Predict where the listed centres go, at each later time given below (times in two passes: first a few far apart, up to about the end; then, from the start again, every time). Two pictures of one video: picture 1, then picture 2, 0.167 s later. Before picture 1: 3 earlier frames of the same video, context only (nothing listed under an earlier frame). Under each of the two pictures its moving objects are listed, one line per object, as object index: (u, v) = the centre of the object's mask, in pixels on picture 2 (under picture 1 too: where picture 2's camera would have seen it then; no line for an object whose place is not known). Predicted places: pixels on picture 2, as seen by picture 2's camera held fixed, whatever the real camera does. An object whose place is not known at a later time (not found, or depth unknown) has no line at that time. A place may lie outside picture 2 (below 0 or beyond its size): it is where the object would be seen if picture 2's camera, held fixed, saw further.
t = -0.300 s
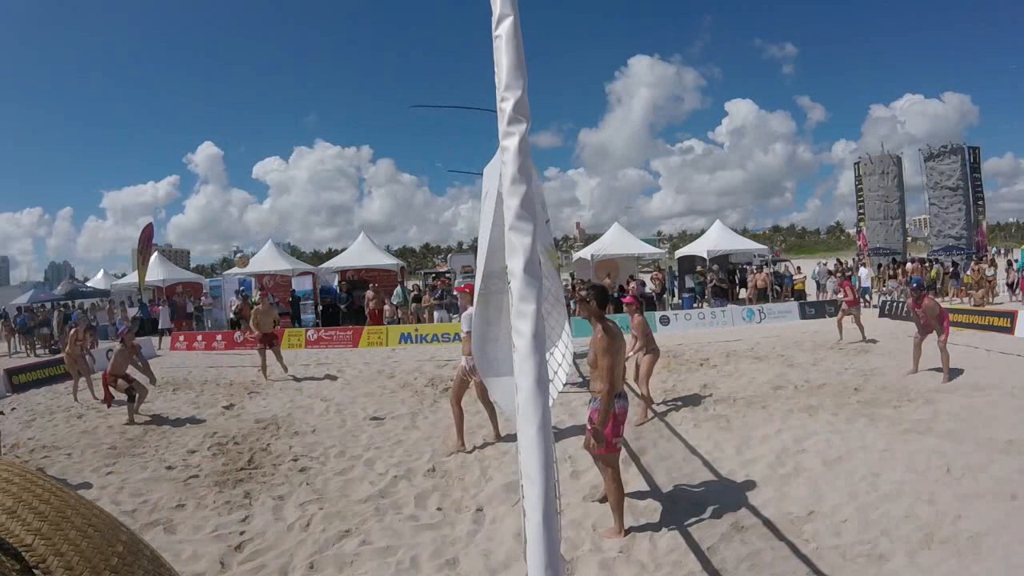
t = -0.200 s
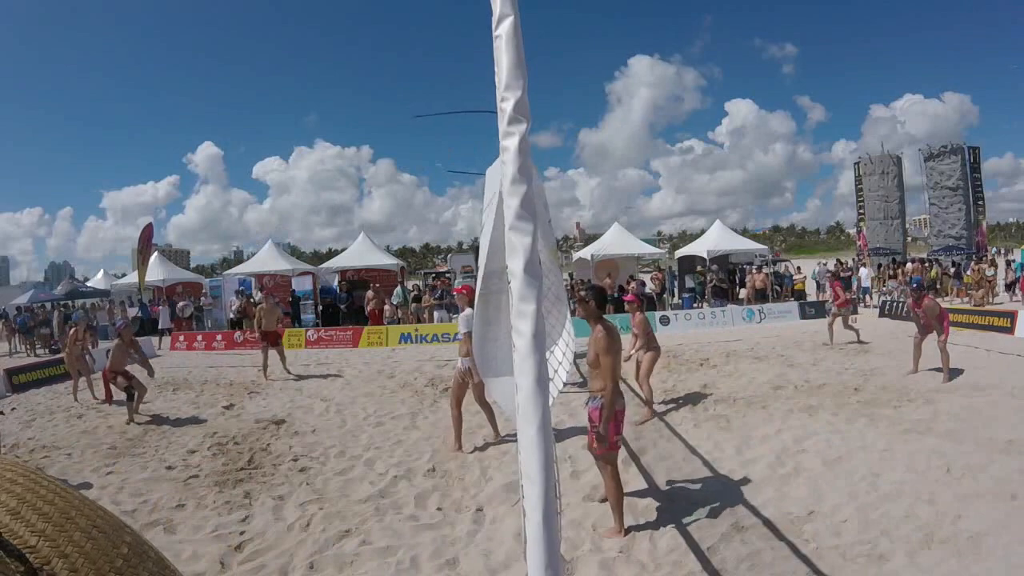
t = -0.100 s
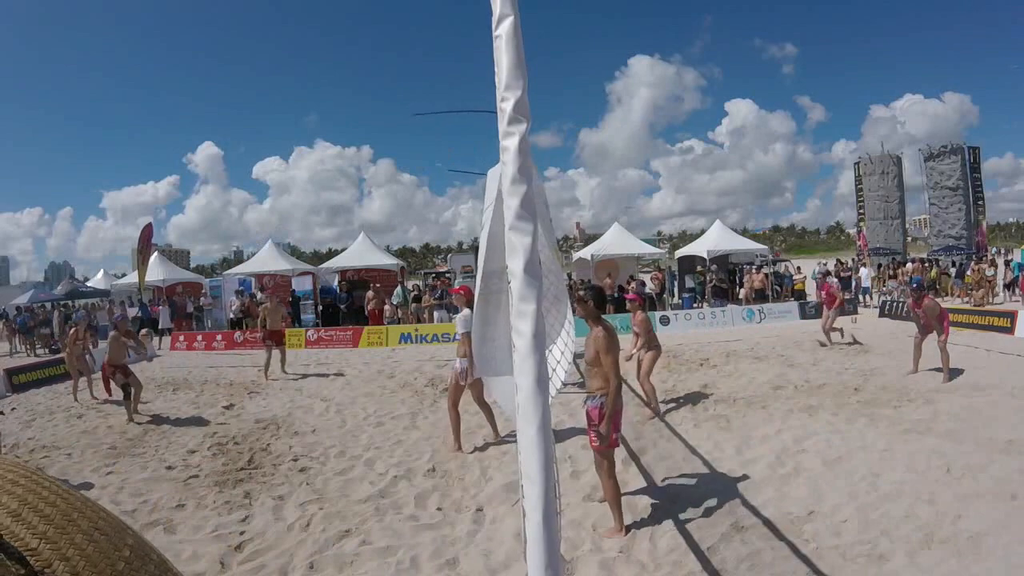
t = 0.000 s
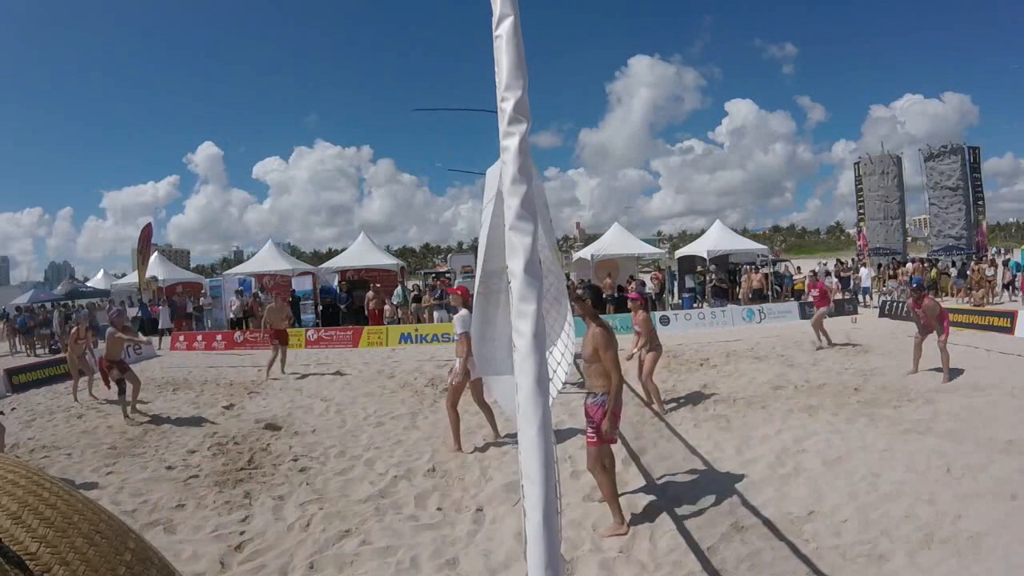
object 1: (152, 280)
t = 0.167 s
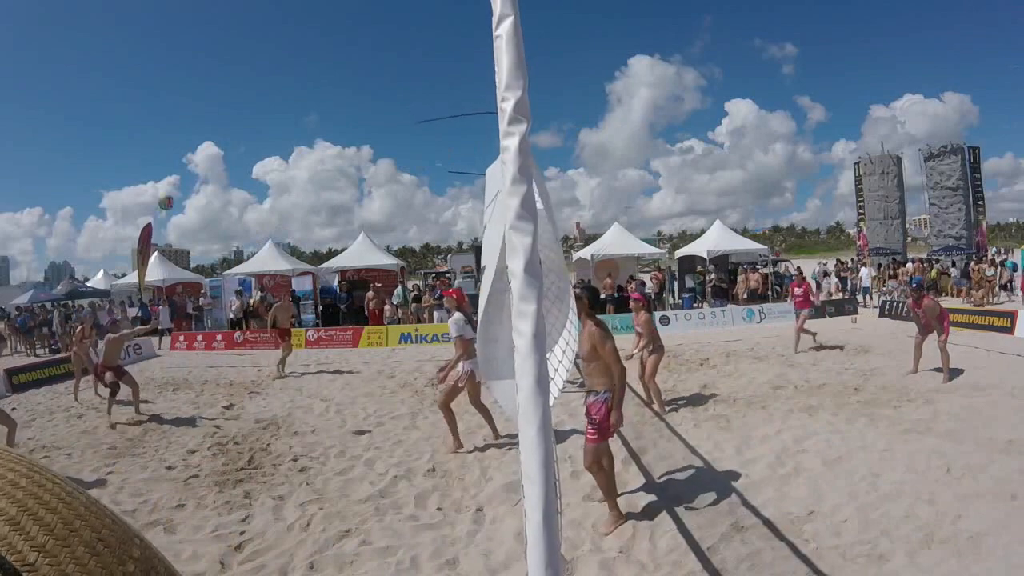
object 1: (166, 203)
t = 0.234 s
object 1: (173, 174)
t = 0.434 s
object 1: (198, 110)
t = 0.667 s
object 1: (231, 69)
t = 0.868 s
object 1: (262, 66)
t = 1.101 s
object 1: (302, 105)
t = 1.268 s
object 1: (336, 172)
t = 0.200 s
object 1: (170, 188)
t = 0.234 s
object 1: (173, 174)
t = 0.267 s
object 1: (176, 161)
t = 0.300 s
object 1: (180, 150)
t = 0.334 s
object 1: (185, 139)
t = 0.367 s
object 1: (189, 129)
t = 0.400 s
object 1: (194, 119)
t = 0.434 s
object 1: (198, 110)
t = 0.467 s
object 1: (203, 102)
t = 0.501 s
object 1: (208, 94)
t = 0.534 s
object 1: (211, 87)
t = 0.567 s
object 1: (216, 82)
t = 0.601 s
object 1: (222, 77)
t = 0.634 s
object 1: (227, 73)
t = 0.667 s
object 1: (231, 69)
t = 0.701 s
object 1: (236, 67)
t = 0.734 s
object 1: (241, 65)
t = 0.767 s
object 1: (247, 64)
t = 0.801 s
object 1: (252, 64)
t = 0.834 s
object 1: (257, 64)
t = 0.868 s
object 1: (262, 66)
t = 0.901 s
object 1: (267, 68)
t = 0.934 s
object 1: (272, 71)
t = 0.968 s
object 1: (278, 76)
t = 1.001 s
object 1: (284, 81)
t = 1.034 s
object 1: (290, 88)
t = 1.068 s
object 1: (296, 96)
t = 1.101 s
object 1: (302, 105)
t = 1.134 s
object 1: (309, 115)
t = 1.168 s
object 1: (315, 127)
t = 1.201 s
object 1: (321, 140)
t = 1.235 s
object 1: (329, 155)
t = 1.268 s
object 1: (336, 172)
